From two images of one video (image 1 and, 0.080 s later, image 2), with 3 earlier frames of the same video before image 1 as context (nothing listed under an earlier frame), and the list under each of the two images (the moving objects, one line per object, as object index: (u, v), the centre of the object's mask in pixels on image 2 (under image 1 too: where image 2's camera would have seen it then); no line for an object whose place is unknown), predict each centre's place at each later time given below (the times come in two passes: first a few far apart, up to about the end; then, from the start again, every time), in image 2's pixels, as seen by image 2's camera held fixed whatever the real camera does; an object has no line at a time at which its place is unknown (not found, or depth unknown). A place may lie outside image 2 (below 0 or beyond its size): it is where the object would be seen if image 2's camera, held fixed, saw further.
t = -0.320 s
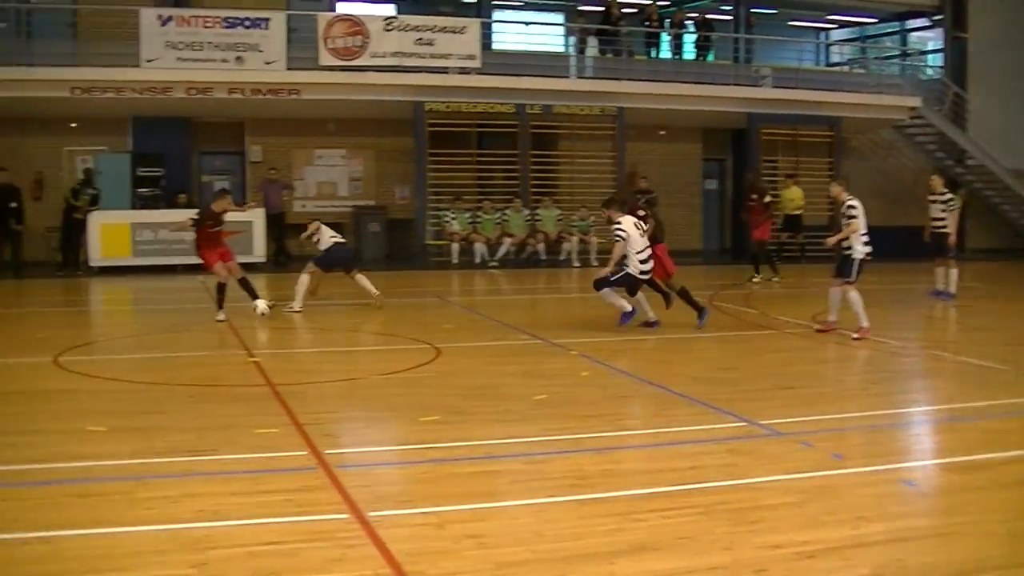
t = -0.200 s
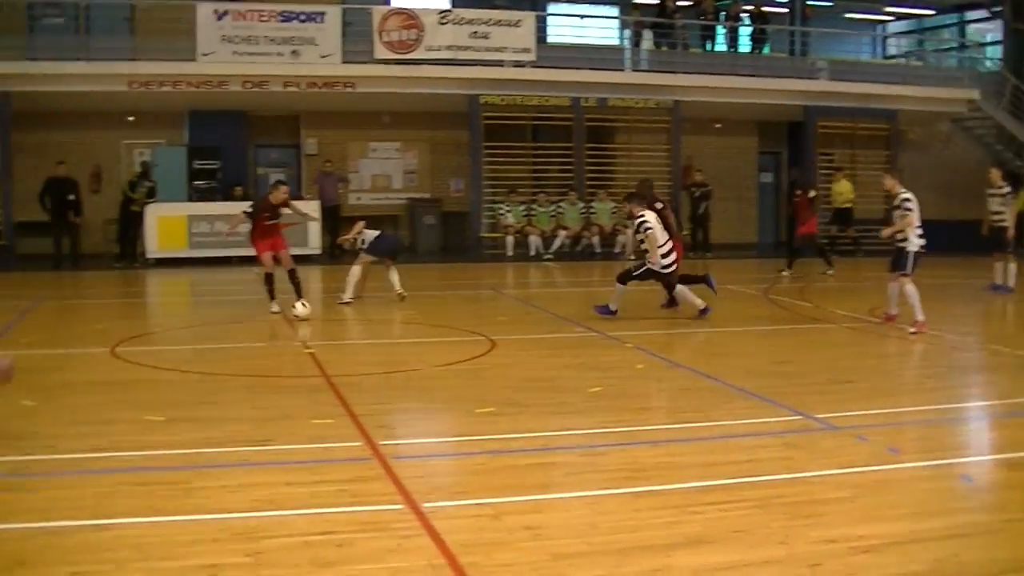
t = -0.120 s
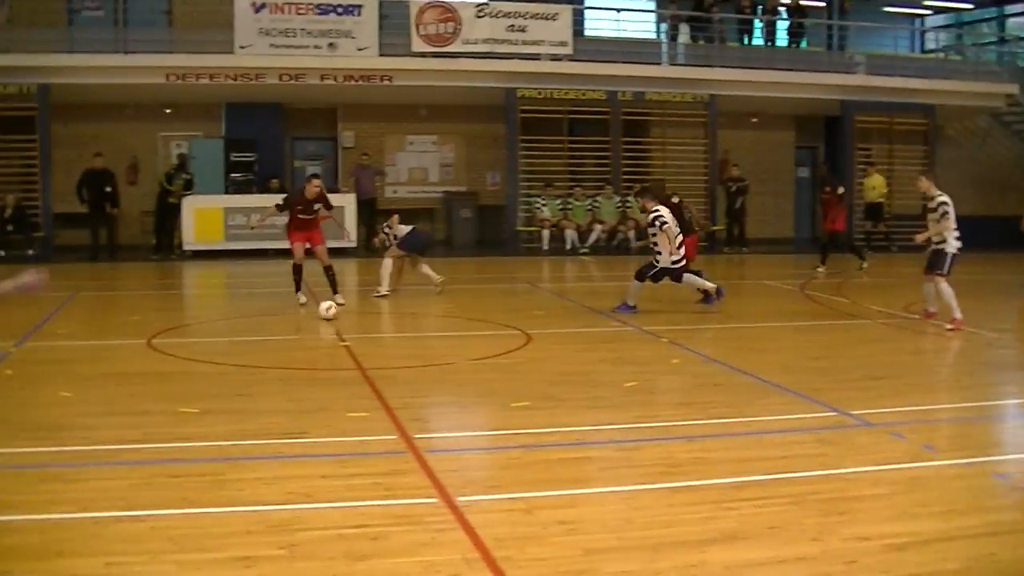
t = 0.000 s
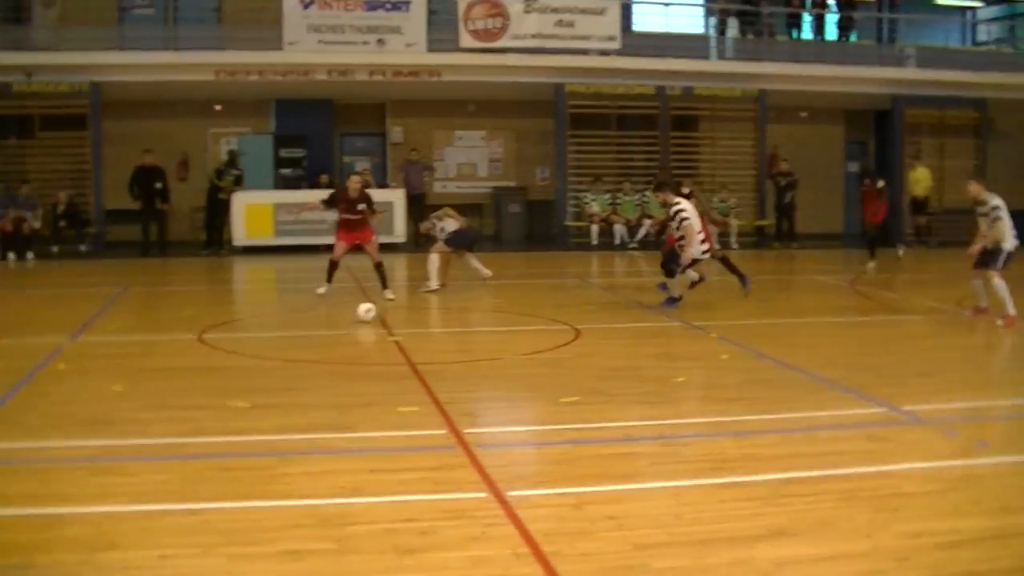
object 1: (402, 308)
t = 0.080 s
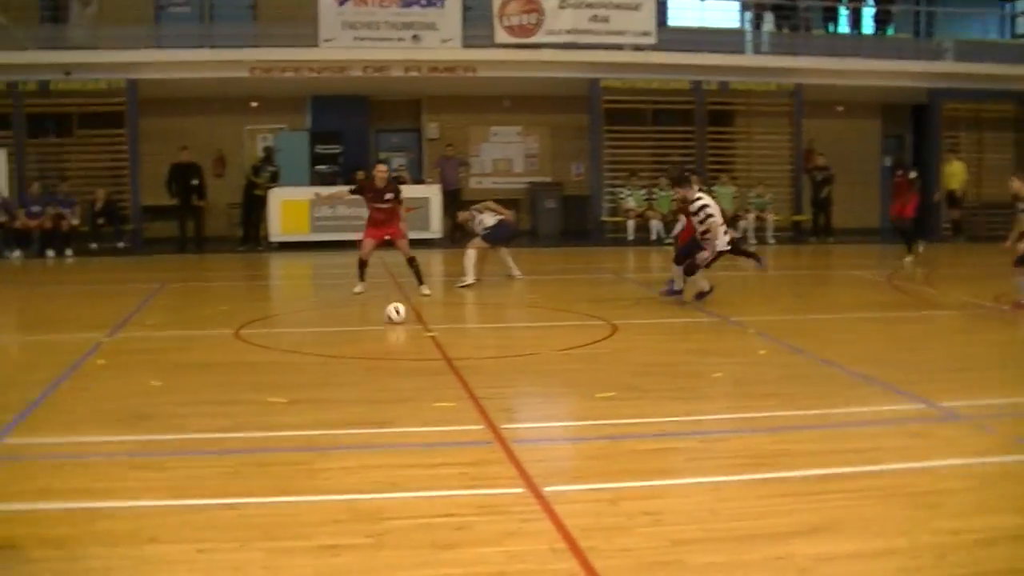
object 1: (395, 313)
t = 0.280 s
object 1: (373, 325)
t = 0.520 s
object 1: (345, 354)
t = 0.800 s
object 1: (294, 395)
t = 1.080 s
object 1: (239, 438)
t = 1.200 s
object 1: (204, 463)
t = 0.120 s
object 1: (391, 316)
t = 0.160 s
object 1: (387, 318)
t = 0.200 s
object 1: (383, 320)
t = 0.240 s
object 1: (378, 323)
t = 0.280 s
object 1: (373, 325)
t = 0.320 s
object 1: (370, 329)
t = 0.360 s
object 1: (366, 333)
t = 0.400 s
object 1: (361, 338)
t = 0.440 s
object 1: (355, 342)
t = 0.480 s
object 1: (350, 348)
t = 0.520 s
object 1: (345, 354)
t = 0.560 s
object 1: (339, 360)
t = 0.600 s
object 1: (331, 366)
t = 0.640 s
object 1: (325, 369)
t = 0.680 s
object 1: (317, 375)
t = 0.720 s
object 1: (310, 382)
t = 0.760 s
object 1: (301, 391)
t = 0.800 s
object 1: (294, 395)
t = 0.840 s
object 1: (287, 400)
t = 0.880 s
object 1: (280, 406)
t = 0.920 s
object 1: (272, 413)
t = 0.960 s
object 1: (264, 419)
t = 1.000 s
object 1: (255, 424)
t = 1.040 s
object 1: (247, 431)
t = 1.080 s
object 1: (239, 438)
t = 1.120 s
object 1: (229, 444)
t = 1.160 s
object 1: (217, 449)
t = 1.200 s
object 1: (204, 463)
